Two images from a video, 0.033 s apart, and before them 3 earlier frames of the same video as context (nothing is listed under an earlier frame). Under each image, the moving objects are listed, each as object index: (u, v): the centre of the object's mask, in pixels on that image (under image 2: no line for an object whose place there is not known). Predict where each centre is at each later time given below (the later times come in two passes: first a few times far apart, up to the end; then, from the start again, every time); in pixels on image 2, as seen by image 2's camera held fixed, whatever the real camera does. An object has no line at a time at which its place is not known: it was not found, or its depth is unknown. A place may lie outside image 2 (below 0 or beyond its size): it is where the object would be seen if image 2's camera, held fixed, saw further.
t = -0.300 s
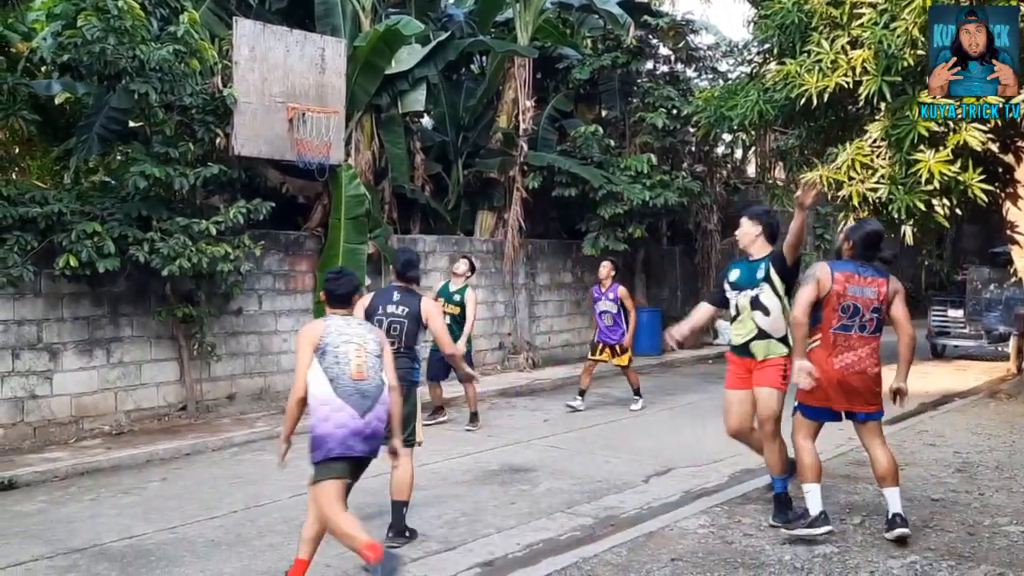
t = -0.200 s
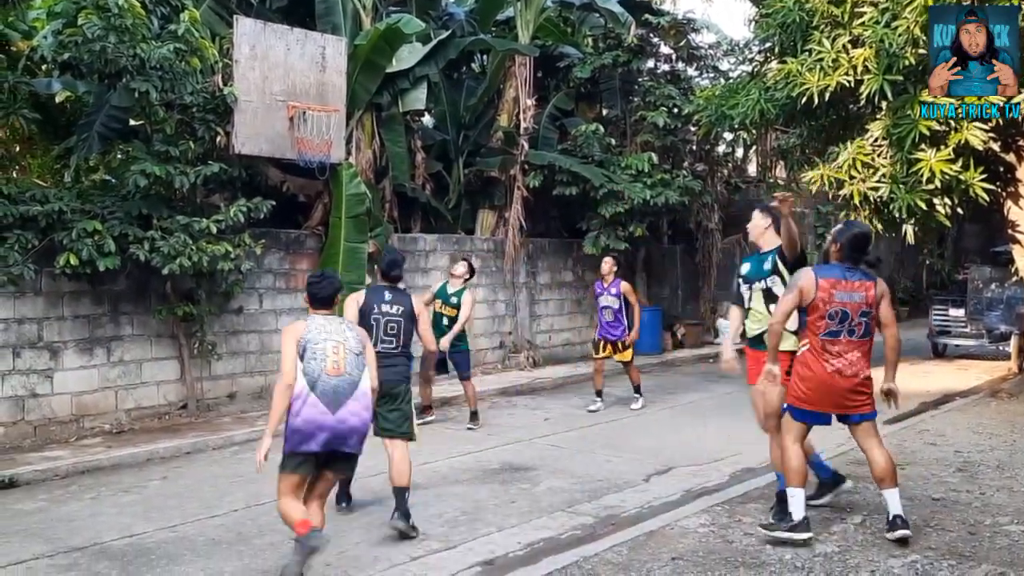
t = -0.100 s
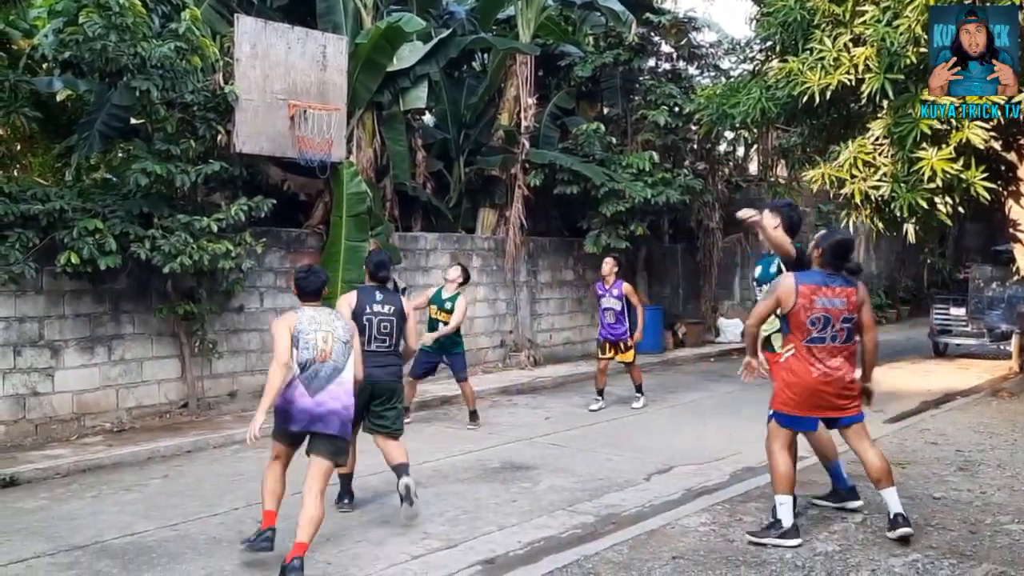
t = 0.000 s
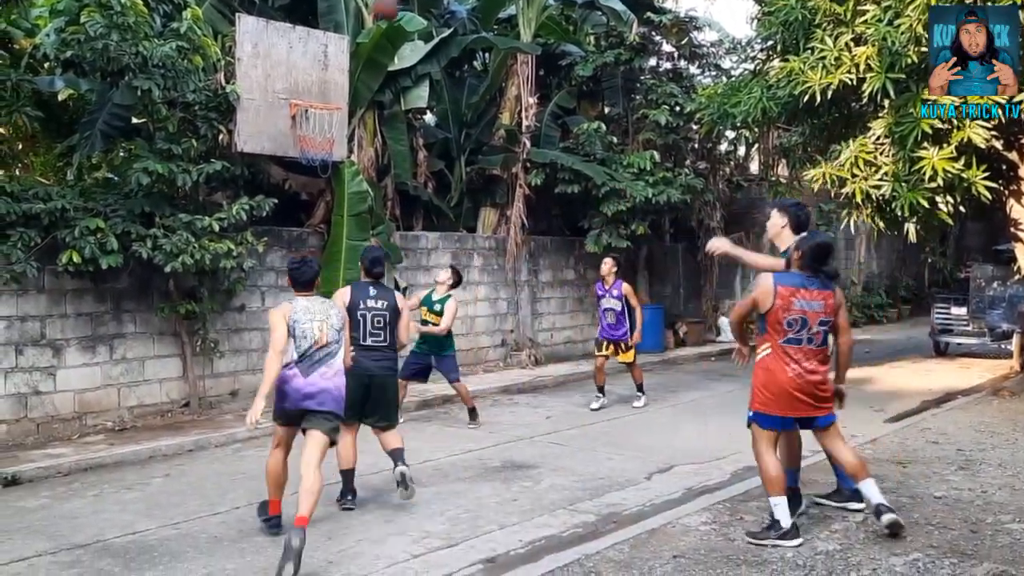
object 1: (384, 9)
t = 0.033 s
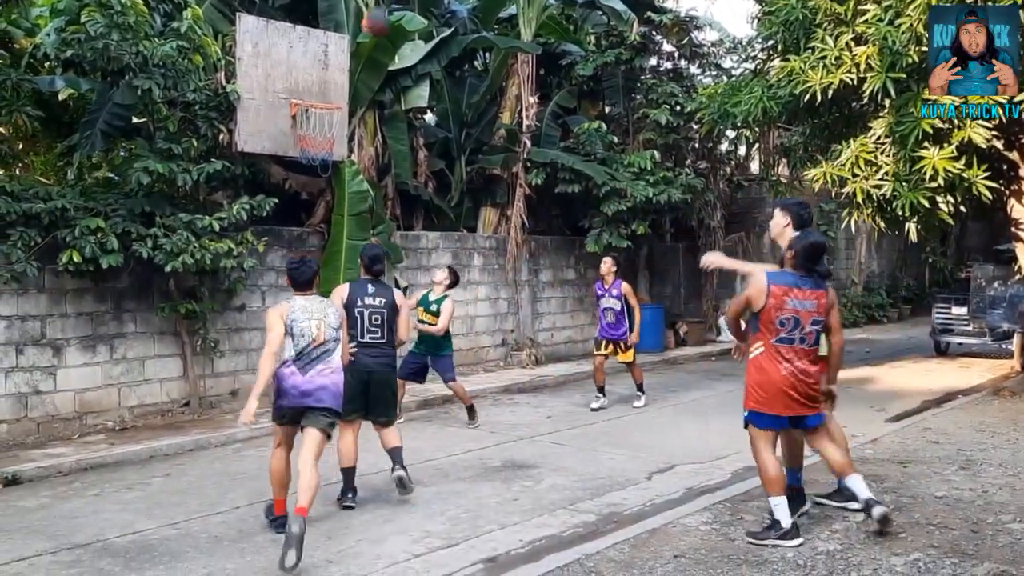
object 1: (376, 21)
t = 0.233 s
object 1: (326, 101)
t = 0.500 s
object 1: (269, 89)
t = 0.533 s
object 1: (262, 92)
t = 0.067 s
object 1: (367, 38)
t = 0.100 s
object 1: (359, 52)
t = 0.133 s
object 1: (350, 73)
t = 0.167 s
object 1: (341, 92)
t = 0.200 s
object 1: (333, 100)
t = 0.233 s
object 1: (326, 101)
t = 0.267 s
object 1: (318, 97)
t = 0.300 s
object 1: (311, 92)
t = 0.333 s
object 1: (304, 90)
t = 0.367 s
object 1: (297, 89)
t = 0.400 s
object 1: (290, 87)
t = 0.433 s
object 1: (283, 86)
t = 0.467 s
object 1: (276, 87)
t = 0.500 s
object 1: (269, 89)
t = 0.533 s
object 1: (262, 92)
